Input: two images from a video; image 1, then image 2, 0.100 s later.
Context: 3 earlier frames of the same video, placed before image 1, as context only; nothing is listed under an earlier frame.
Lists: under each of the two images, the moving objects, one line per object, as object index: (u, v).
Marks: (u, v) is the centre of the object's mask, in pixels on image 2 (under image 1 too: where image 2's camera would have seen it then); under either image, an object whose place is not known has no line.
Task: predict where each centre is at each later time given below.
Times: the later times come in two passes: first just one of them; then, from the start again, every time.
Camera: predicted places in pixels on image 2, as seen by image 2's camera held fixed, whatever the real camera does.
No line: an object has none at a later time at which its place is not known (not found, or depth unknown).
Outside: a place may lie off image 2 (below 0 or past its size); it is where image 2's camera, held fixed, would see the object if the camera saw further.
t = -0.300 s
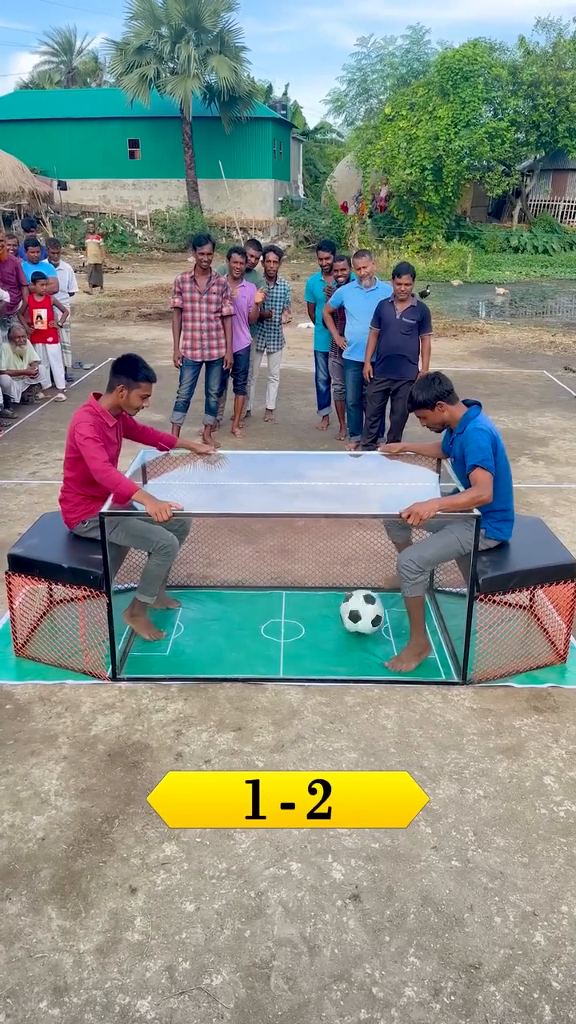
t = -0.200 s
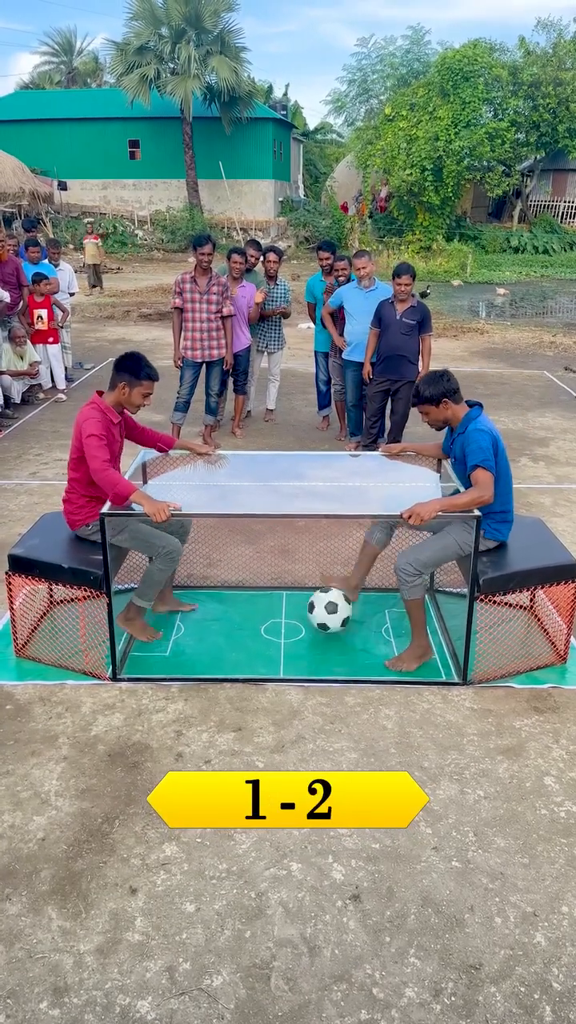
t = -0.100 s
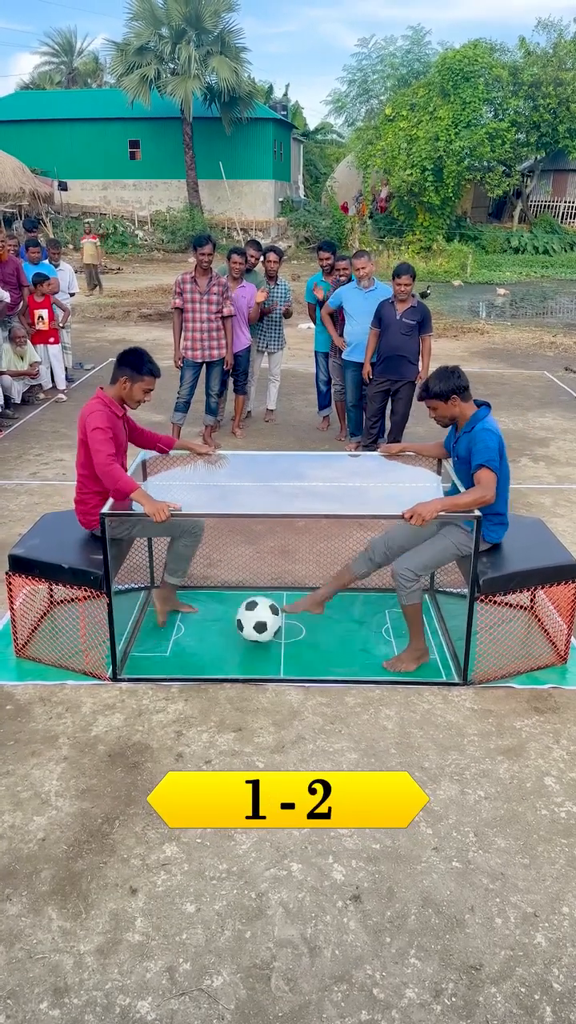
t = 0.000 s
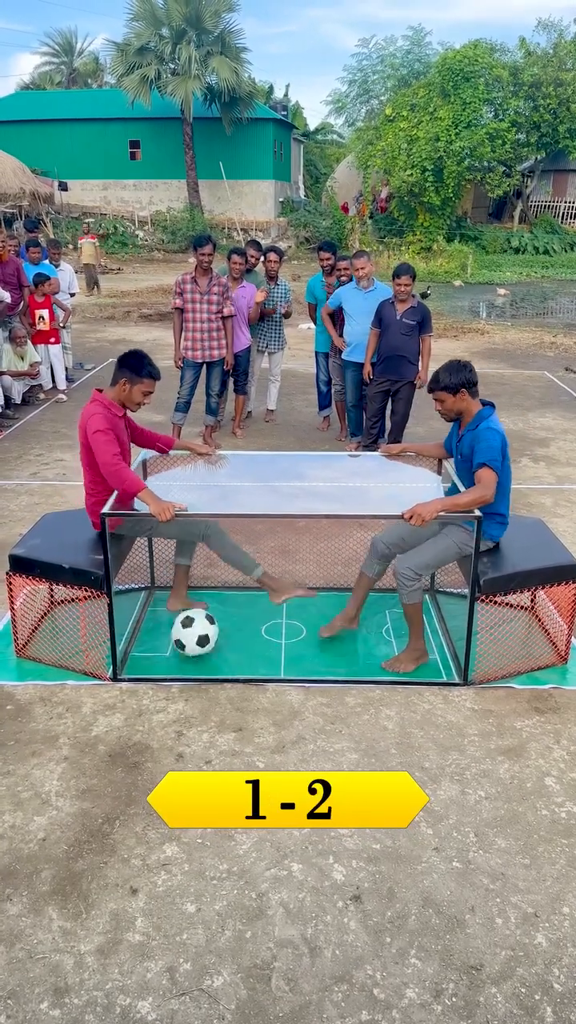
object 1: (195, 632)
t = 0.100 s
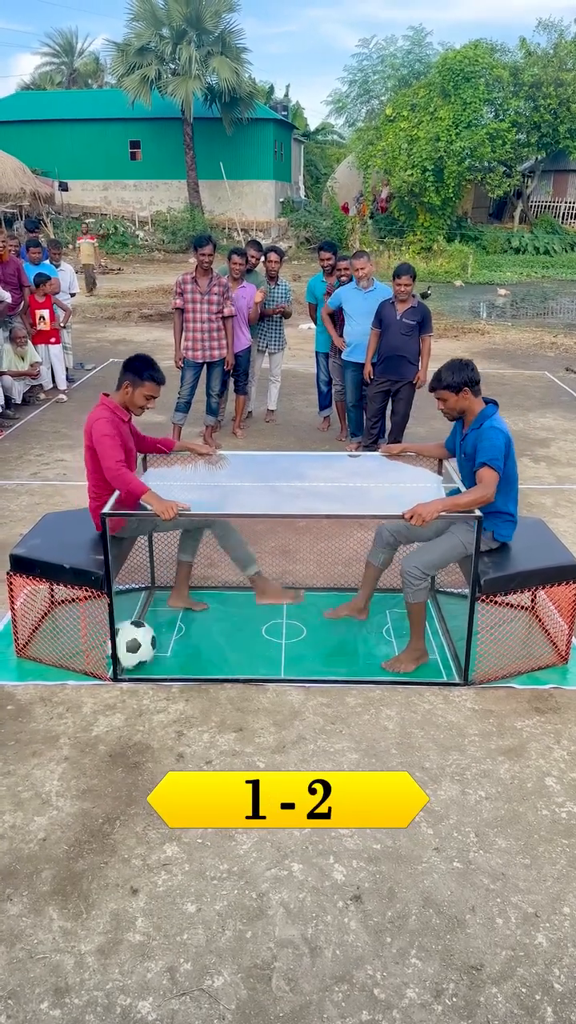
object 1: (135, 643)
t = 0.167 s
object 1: (105, 630)
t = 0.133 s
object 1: (119, 637)
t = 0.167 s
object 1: (105, 630)
